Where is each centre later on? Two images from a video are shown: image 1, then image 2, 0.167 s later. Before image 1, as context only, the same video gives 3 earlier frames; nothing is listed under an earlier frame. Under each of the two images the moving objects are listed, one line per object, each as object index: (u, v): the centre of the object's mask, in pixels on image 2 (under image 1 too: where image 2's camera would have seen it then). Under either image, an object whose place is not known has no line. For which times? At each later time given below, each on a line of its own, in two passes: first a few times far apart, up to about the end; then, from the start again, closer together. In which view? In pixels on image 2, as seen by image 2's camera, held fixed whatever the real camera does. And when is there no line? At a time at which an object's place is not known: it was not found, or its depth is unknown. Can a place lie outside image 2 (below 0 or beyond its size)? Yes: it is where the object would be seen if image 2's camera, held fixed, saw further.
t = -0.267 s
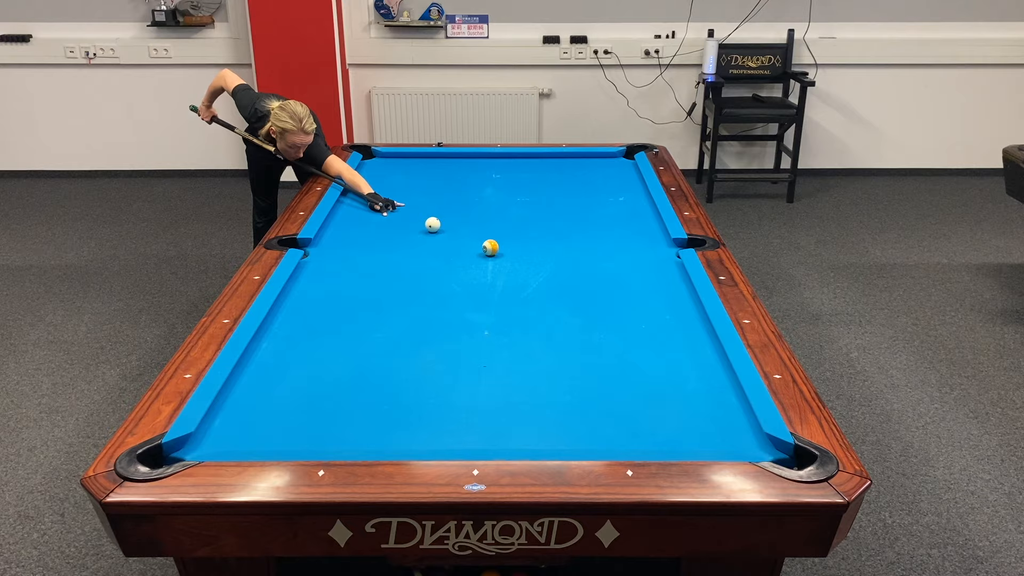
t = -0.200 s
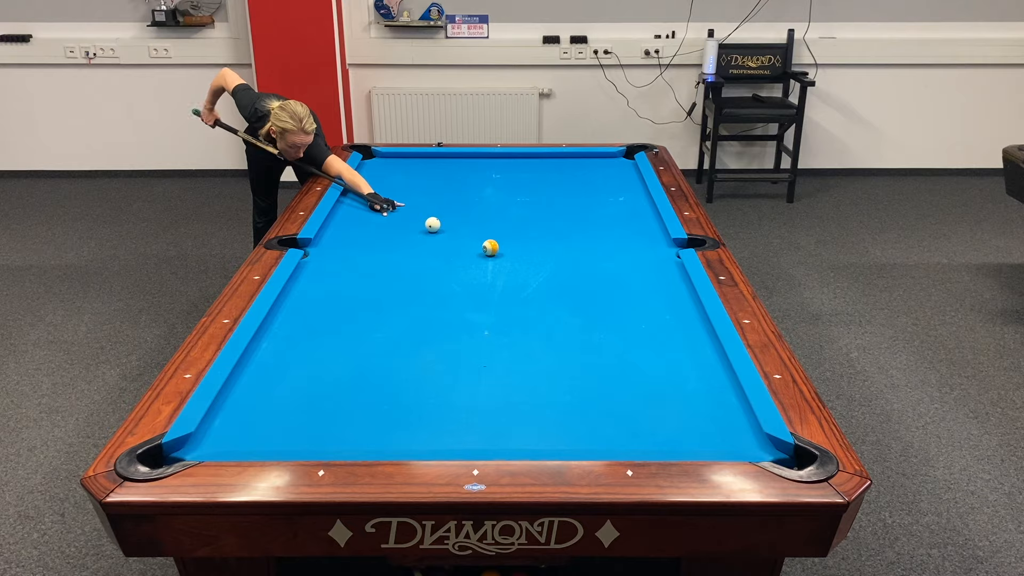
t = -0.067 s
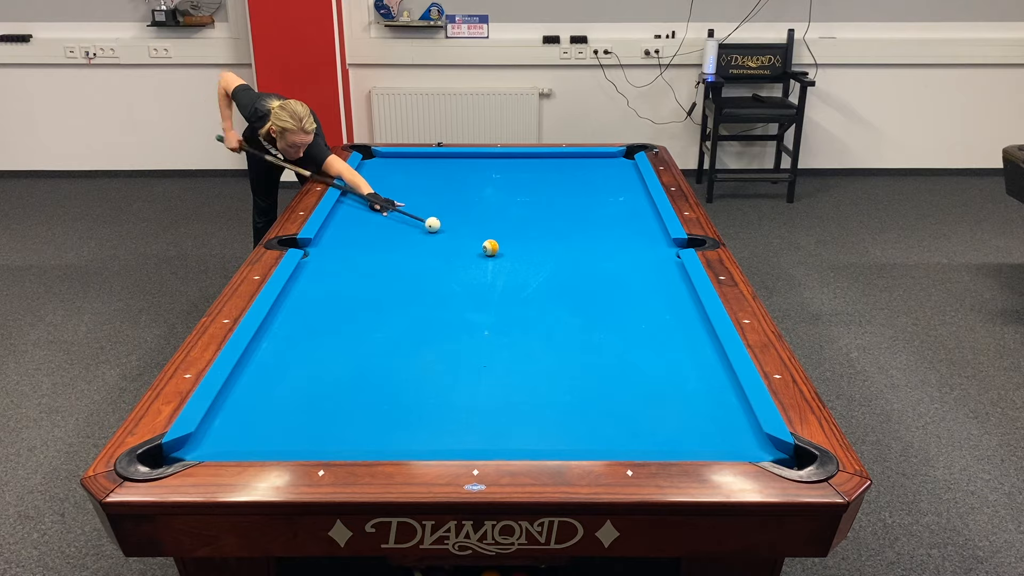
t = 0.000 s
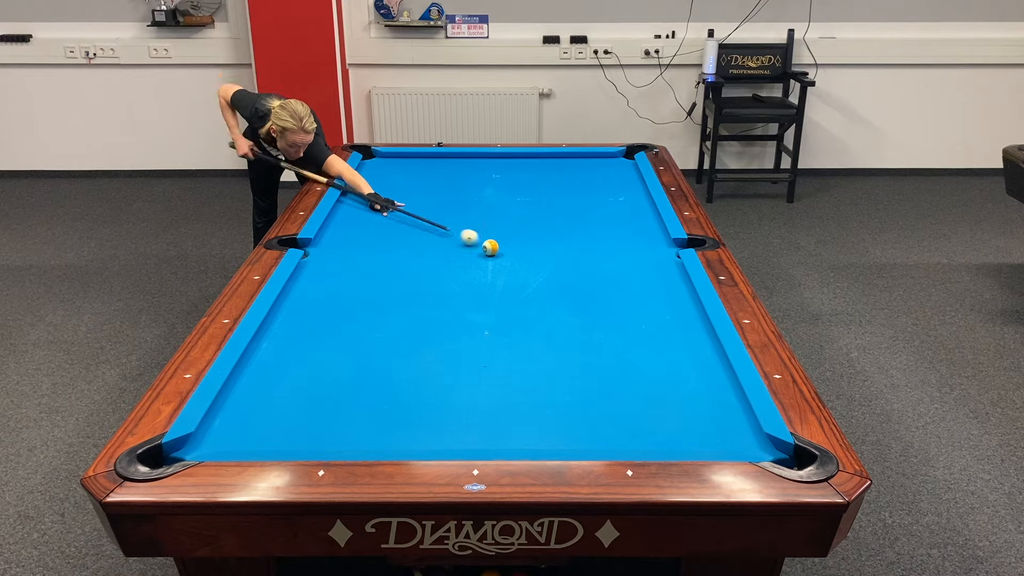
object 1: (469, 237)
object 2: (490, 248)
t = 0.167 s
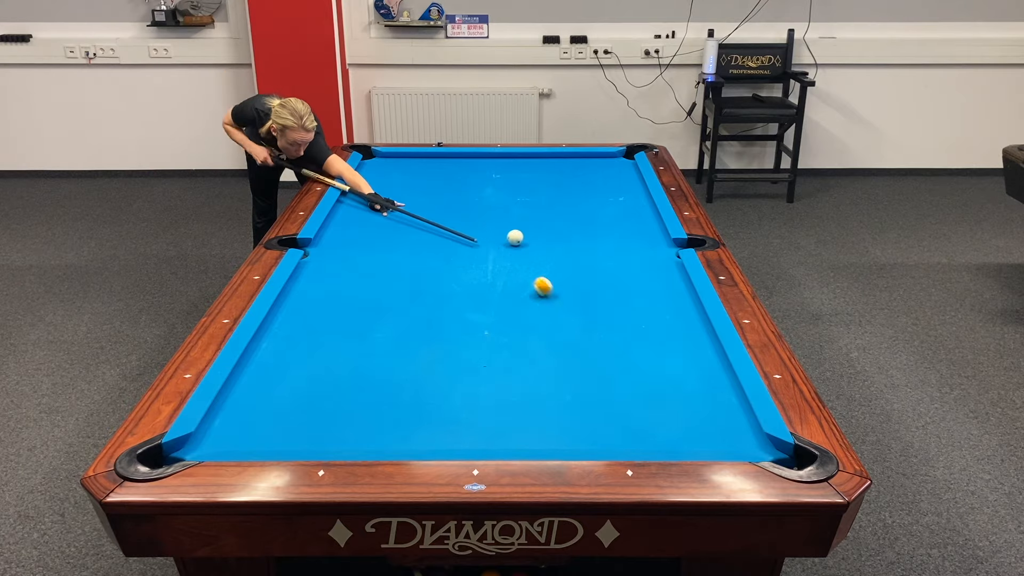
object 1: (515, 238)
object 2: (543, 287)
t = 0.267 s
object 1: (533, 235)
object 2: (582, 317)
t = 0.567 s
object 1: (584, 227)
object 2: (721, 421)
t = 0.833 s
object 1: (625, 220)
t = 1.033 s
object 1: (652, 215)
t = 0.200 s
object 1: (521, 237)
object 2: (556, 297)
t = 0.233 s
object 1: (527, 236)
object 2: (569, 306)
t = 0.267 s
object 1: (533, 235)
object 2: (582, 317)
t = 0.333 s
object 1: (544, 233)
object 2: (610, 337)
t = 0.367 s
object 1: (550, 232)
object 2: (624, 348)
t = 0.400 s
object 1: (556, 231)
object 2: (638, 359)
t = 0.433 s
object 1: (562, 230)
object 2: (653, 369)
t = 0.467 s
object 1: (567, 229)
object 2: (669, 382)
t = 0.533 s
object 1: (578, 228)
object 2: (703, 407)
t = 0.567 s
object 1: (584, 227)
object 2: (721, 421)
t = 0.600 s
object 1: (589, 226)
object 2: (740, 435)
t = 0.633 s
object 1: (594, 225)
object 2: (761, 447)
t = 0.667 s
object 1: (600, 224)
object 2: (783, 460)
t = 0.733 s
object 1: (610, 222)
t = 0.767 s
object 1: (615, 222)
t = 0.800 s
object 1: (620, 221)
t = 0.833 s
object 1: (625, 220)
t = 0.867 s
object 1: (630, 219)
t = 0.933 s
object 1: (640, 218)
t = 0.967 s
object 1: (645, 217)
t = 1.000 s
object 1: (650, 216)
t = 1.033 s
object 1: (652, 215)
